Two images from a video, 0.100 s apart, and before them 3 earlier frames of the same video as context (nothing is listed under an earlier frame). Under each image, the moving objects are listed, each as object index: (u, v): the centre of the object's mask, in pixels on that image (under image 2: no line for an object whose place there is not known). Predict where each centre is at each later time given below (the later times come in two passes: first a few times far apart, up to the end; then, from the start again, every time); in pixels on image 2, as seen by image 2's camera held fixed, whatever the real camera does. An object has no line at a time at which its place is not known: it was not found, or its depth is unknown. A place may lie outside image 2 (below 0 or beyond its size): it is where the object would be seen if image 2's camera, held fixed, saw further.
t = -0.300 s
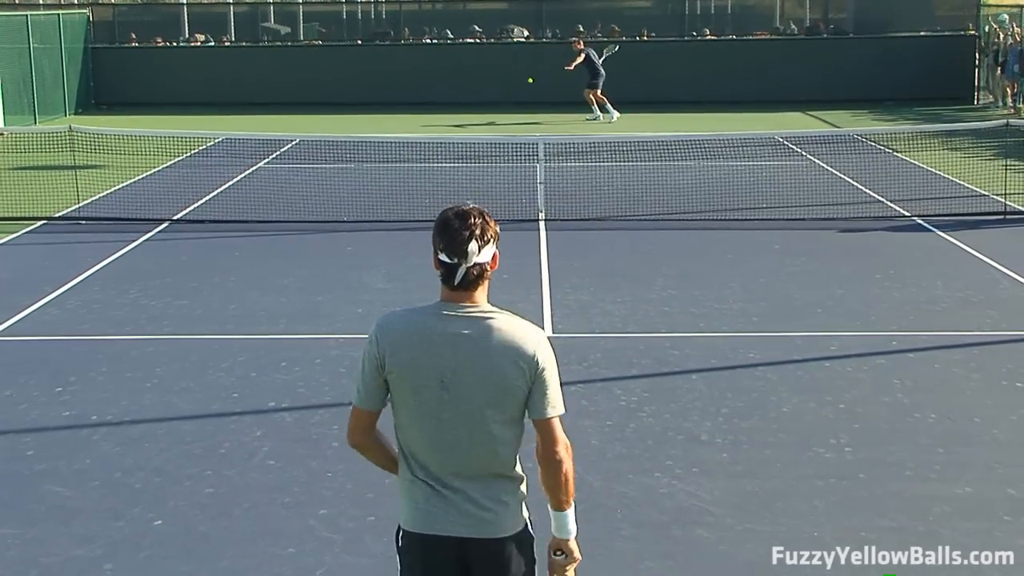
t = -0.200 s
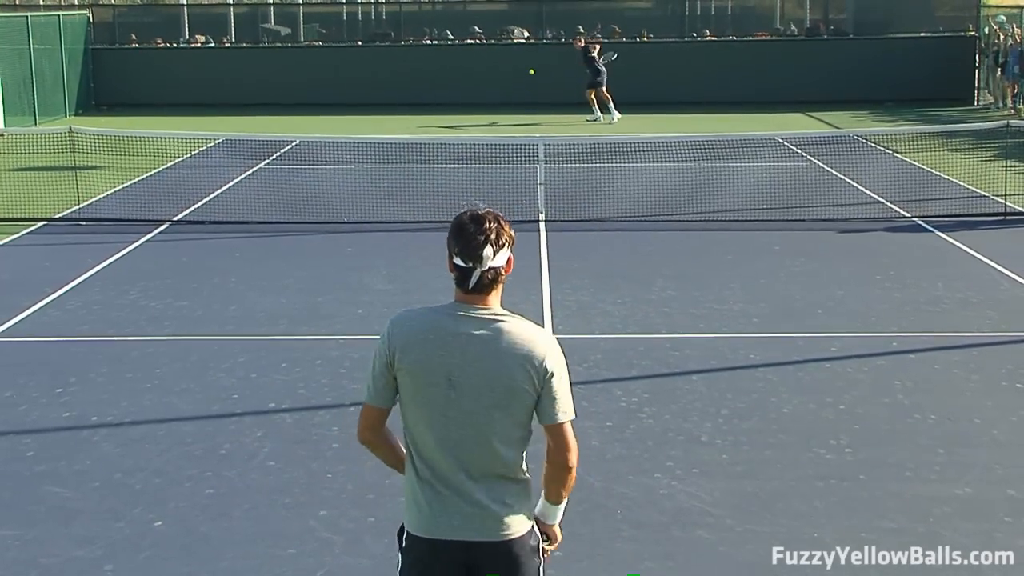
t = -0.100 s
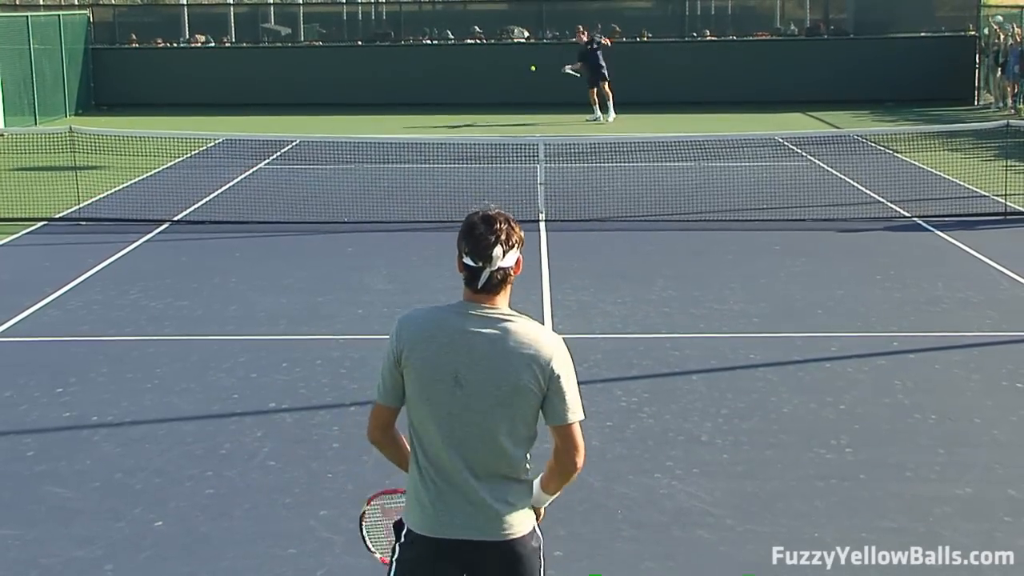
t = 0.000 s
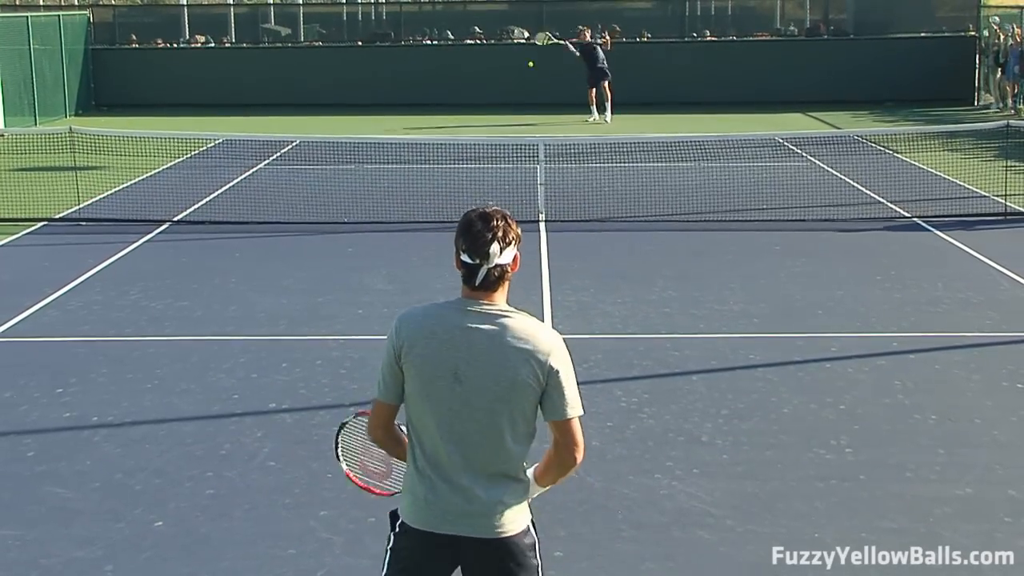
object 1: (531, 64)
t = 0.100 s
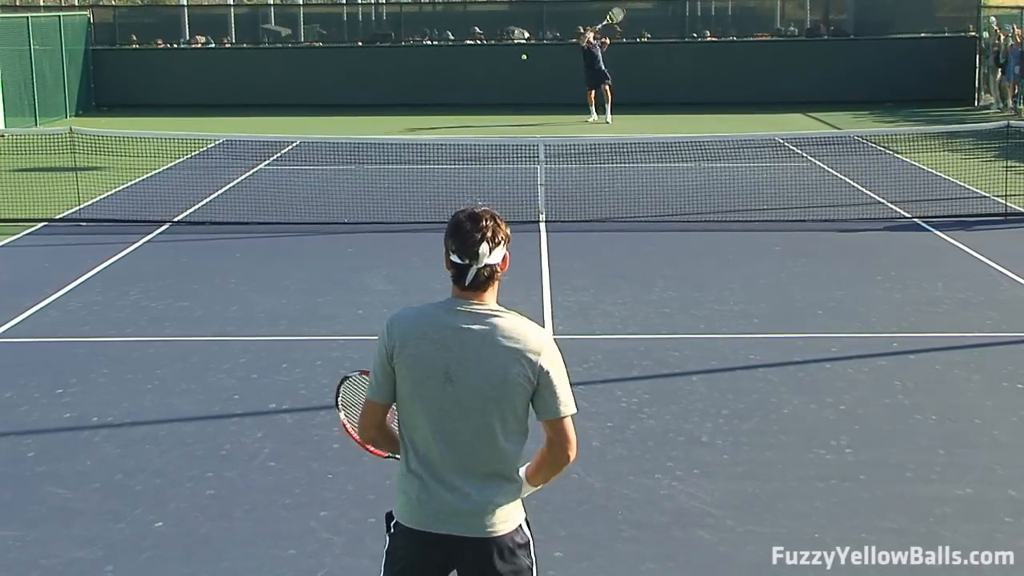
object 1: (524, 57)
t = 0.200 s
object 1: (516, 56)
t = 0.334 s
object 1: (502, 71)
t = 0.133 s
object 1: (521, 56)
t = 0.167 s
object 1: (518, 55)
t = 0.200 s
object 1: (516, 56)
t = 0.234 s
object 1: (512, 58)
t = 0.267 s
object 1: (509, 61)
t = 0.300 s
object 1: (506, 65)
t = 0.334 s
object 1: (502, 71)
